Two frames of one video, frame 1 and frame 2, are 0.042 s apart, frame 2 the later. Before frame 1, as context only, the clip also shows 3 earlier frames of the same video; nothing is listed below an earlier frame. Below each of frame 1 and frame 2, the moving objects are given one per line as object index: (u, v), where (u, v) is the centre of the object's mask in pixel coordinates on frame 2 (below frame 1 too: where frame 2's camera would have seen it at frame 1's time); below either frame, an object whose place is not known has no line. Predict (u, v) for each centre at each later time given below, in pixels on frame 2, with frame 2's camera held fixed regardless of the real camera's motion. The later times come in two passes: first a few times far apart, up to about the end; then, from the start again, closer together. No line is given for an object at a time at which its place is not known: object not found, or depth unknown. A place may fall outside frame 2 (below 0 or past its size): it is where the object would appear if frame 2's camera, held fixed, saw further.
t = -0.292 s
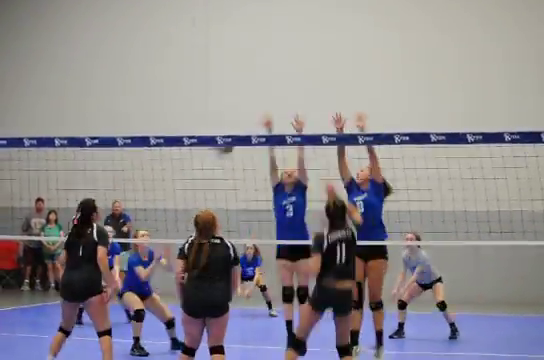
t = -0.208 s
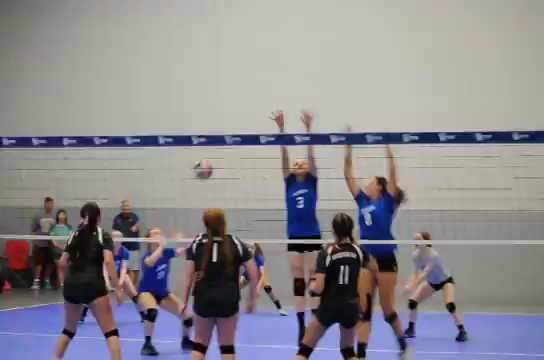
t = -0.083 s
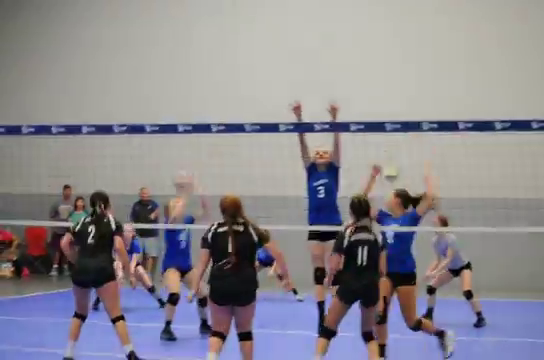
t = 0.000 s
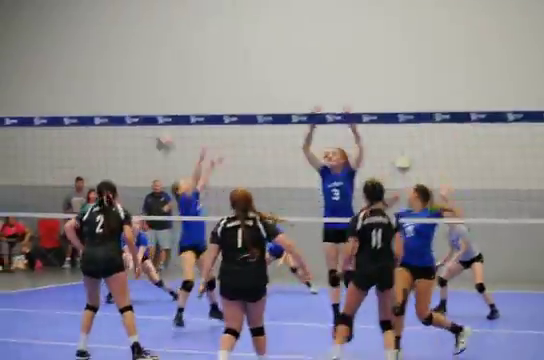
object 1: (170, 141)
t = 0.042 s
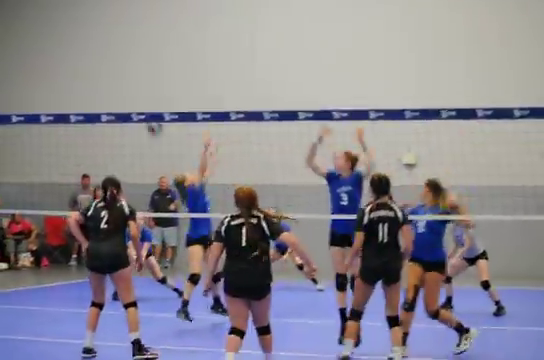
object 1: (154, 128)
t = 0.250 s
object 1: (82, 82)
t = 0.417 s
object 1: (25, 74)
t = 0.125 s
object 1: (126, 104)
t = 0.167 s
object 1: (111, 95)
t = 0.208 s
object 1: (97, 88)
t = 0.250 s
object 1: (82, 82)
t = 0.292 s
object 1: (67, 77)
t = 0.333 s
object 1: (54, 76)
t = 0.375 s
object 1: (38, 74)
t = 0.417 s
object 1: (25, 74)
